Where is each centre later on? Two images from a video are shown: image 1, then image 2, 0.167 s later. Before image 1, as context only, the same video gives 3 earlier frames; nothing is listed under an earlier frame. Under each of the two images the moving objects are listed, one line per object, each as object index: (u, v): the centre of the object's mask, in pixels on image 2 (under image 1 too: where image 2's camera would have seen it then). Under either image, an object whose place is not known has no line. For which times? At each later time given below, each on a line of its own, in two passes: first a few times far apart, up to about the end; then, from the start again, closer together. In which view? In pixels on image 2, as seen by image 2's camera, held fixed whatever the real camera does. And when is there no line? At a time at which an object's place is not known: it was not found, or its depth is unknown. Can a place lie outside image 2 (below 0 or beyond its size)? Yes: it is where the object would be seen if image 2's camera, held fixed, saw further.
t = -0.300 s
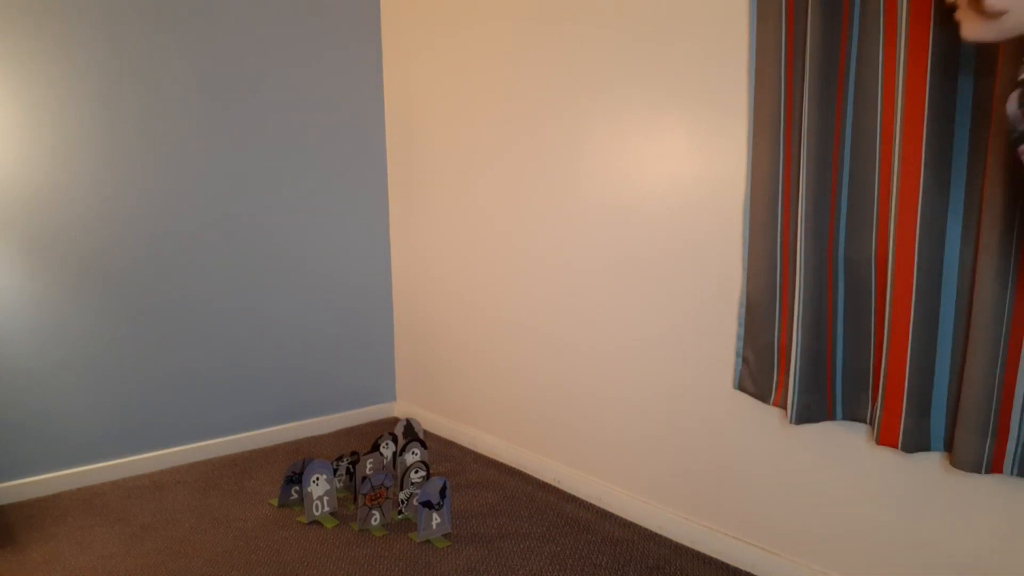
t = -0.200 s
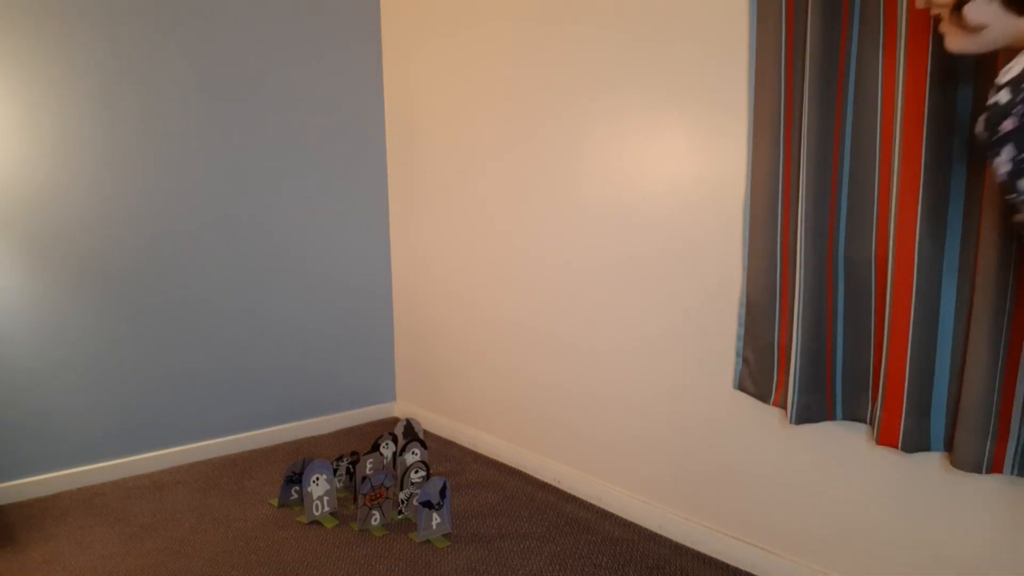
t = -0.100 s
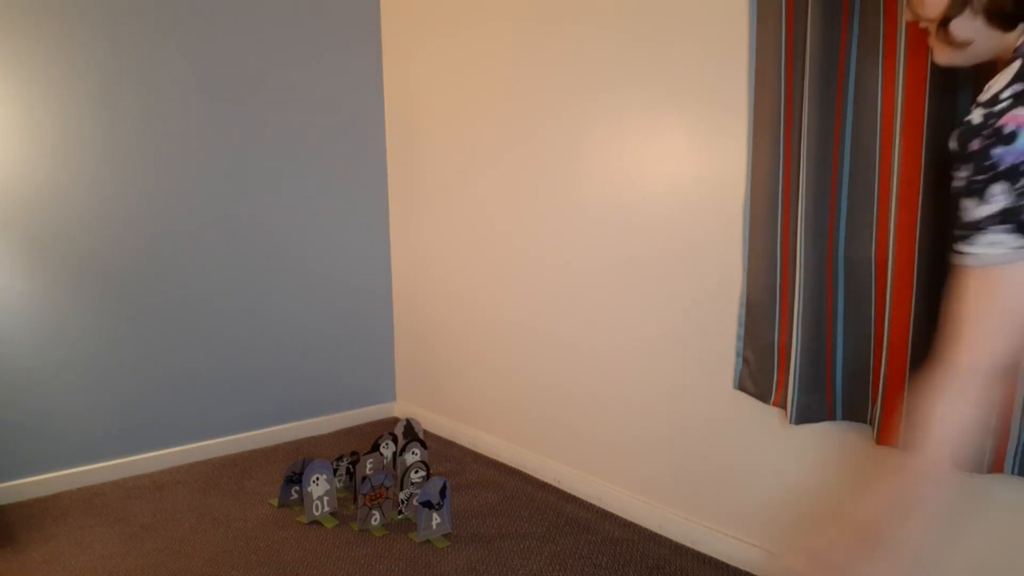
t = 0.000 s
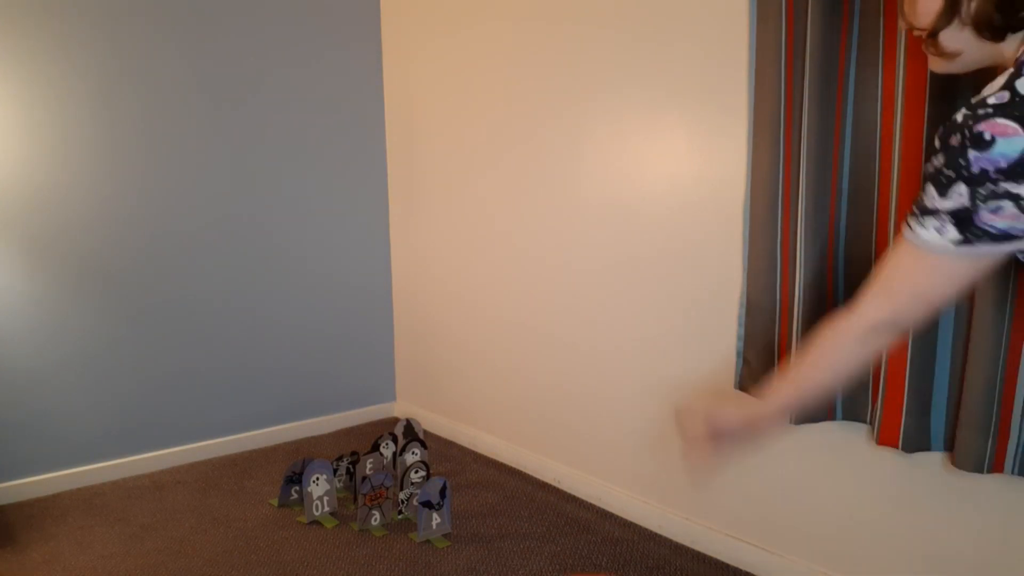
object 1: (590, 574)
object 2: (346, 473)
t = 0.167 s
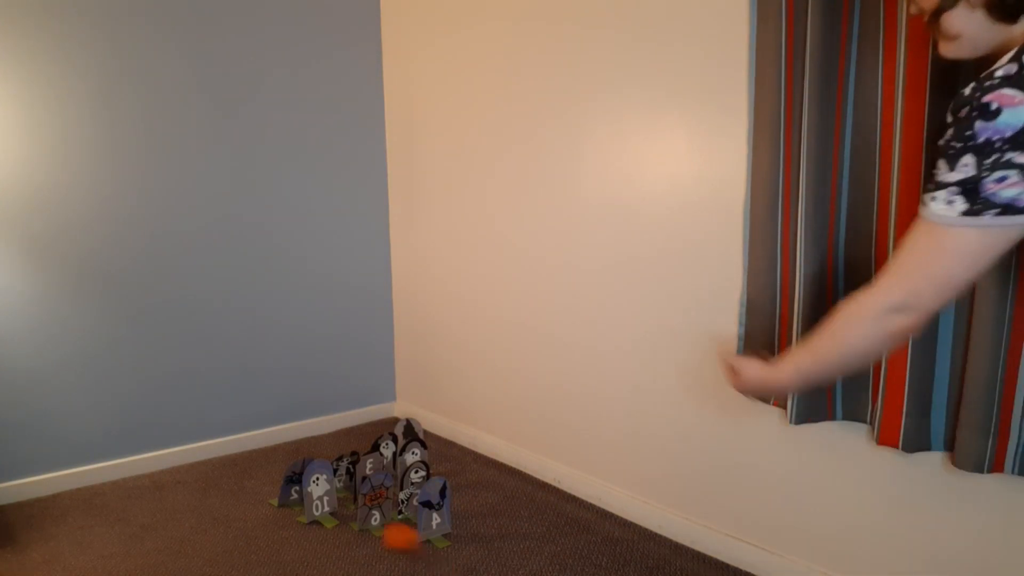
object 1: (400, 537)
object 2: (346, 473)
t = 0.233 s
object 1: (351, 509)
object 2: (346, 472)
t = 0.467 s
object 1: (263, 444)
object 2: (338, 458)
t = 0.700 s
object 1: (245, 445)
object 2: (324, 446)
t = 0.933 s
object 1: (252, 454)
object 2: (313, 451)
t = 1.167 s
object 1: (250, 451)
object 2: (316, 453)
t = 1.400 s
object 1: (250, 452)
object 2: (311, 454)
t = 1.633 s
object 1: (250, 452)
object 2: (312, 454)
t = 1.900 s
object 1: (250, 452)
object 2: (311, 454)
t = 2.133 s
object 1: (250, 452)
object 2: (311, 454)
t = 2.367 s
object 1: (250, 452)
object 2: (311, 454)
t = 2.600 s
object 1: (250, 452)
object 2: (311, 454)
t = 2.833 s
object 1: (250, 452)
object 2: (311, 454)
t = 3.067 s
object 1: (250, 452)
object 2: (311, 454)
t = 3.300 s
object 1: (250, 452)
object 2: (311, 454)
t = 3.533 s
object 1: (250, 452)
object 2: (311, 454)
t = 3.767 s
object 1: (250, 452)
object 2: (311, 454)
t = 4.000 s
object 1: (250, 452)
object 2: (311, 454)
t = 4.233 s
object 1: (250, 452)
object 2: (311, 454)
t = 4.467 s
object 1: (249, 452)
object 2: (311, 454)
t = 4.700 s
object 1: (249, 452)
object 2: (311, 454)
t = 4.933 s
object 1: (249, 452)
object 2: (311, 454)
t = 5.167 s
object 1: (249, 452)
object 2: (311, 454)
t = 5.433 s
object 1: (249, 452)
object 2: (311, 454)
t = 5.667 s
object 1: (249, 452)
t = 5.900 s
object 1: (249, 452)
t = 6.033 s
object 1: (249, 452)
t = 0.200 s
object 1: (376, 523)
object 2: (346, 473)
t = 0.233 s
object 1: (351, 509)
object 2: (346, 472)
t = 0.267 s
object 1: (337, 501)
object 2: (346, 470)
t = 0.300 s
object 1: (321, 485)
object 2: (346, 472)
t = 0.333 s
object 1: (305, 479)
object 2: (348, 463)
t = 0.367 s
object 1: (299, 477)
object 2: (345, 455)
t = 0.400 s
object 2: (344, 452)
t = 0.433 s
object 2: (339, 455)
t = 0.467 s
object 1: (263, 444)
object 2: (338, 458)
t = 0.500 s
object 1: (256, 441)
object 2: (338, 454)
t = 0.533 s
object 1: (249, 440)
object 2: (337, 451)
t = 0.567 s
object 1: (244, 437)
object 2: (335, 450)
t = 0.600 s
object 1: (244, 436)
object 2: (331, 450)
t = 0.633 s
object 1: (245, 437)
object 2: (328, 448)
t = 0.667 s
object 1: (245, 441)
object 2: (326, 447)
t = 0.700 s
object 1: (245, 445)
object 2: (324, 446)
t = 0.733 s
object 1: (247, 449)
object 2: (322, 446)
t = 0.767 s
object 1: (249, 451)
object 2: (320, 447)
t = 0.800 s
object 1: (249, 453)
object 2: (319, 447)
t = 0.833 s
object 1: (250, 455)
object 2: (317, 447)
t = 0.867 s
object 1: (251, 455)
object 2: (315, 448)
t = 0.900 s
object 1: (251, 454)
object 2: (314, 450)
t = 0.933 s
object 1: (252, 454)
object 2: (313, 451)
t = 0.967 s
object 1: (251, 454)
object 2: (313, 451)
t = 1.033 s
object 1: (251, 453)
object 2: (313, 452)
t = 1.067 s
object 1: (251, 453)
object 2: (314, 452)
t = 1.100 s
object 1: (250, 452)
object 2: (314, 452)
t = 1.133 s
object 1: (250, 452)
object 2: (315, 453)
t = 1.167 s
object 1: (250, 451)
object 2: (316, 453)
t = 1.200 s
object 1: (250, 451)
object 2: (316, 453)
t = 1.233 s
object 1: (250, 451)
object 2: (315, 453)
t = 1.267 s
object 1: (250, 451)
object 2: (314, 453)
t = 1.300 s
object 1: (250, 451)
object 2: (313, 453)
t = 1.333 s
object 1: (250, 451)
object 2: (312, 454)
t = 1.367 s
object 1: (250, 452)
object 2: (311, 454)
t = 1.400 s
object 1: (250, 452)
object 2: (311, 454)
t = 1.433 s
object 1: (250, 452)
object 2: (311, 454)
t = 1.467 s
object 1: (250, 452)
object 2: (311, 454)
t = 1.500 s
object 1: (250, 452)
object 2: (311, 454)
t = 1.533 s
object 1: (250, 452)
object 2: (311, 454)
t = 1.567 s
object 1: (250, 452)
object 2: (311, 454)
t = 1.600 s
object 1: (250, 452)
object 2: (311, 454)
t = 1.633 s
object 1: (250, 452)
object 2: (312, 454)
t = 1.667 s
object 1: (250, 452)
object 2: (311, 454)
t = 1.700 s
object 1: (250, 452)
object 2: (311, 454)
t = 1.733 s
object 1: (250, 452)
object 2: (311, 454)
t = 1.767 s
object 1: (250, 452)
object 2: (311, 454)
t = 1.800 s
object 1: (250, 452)
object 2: (311, 454)
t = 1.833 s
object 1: (250, 452)
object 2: (311, 454)
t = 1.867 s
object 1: (250, 452)
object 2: (311, 454)
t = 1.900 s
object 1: (250, 452)
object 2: (311, 454)
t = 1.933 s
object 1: (250, 452)
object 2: (311, 454)
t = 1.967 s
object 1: (250, 452)
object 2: (311, 454)
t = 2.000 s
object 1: (250, 452)
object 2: (311, 454)
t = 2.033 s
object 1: (250, 452)
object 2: (311, 454)
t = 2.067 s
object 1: (250, 452)
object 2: (311, 454)
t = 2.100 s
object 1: (250, 452)
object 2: (311, 454)
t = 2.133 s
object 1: (250, 452)
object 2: (311, 454)
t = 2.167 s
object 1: (250, 452)
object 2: (311, 454)
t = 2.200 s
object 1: (250, 452)
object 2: (311, 454)
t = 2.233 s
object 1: (250, 452)
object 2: (311, 454)
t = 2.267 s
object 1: (250, 452)
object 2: (311, 454)
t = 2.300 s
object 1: (250, 452)
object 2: (311, 454)
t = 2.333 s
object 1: (250, 452)
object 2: (311, 454)
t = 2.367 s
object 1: (250, 452)
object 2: (311, 454)
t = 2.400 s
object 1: (250, 452)
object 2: (311, 454)
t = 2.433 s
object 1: (250, 452)
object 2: (311, 454)
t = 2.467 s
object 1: (250, 452)
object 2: (311, 454)
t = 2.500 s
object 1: (250, 452)
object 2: (311, 454)
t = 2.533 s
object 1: (250, 452)
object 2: (311, 454)
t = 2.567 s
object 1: (250, 452)
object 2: (311, 454)
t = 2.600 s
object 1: (250, 452)
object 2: (311, 454)
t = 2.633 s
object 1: (250, 452)
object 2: (311, 454)
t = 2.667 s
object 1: (250, 452)
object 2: (311, 454)
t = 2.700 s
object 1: (250, 452)
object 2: (311, 454)
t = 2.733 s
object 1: (250, 452)
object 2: (311, 454)
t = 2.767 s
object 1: (250, 452)
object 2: (311, 454)
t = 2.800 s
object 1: (250, 452)
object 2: (311, 454)
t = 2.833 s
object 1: (250, 452)
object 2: (311, 454)
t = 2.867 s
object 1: (250, 452)
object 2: (311, 454)
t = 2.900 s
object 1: (250, 452)
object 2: (311, 454)
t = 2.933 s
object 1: (250, 452)
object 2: (311, 454)
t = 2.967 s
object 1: (250, 452)
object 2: (311, 454)
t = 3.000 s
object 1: (250, 452)
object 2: (311, 454)
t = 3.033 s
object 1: (250, 452)
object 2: (311, 454)
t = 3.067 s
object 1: (250, 452)
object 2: (311, 454)
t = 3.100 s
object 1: (250, 452)
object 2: (311, 454)
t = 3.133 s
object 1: (250, 452)
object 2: (311, 454)
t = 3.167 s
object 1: (250, 452)
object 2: (311, 454)
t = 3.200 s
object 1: (250, 452)
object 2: (311, 454)
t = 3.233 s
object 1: (250, 452)
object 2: (311, 454)
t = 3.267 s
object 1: (250, 452)
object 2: (311, 454)
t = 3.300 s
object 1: (250, 452)
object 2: (311, 454)
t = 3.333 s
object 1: (250, 452)
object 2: (311, 454)
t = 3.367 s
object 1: (250, 452)
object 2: (311, 454)
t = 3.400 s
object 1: (250, 452)
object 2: (311, 454)
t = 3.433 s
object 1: (250, 452)
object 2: (311, 454)
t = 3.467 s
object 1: (250, 452)
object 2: (311, 454)
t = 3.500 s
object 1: (250, 452)
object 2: (311, 454)
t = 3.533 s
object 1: (250, 452)
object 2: (311, 454)
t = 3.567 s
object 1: (250, 452)
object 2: (311, 454)
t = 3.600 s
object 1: (250, 452)
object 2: (311, 454)
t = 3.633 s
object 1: (250, 452)
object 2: (311, 454)
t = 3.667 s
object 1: (250, 452)
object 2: (311, 454)
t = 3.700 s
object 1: (250, 452)
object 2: (311, 454)
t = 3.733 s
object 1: (250, 452)
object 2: (311, 454)
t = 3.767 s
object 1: (250, 452)
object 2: (311, 454)
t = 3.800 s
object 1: (250, 452)
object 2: (311, 454)
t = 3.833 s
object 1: (250, 452)
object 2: (311, 454)
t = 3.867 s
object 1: (250, 452)
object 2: (311, 454)
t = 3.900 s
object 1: (250, 452)
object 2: (311, 454)
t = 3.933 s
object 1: (250, 452)
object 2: (311, 454)
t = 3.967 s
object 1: (250, 452)
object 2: (311, 454)
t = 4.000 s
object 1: (250, 452)
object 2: (311, 454)
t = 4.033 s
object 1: (250, 452)
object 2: (311, 454)
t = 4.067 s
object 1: (250, 452)
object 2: (311, 454)
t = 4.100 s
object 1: (250, 452)
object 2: (311, 454)
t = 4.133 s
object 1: (250, 452)
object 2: (311, 454)
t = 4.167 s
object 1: (250, 452)
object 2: (311, 454)
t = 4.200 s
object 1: (250, 452)
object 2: (311, 454)
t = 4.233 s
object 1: (250, 452)
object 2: (311, 454)
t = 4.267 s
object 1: (250, 452)
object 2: (311, 454)
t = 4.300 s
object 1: (250, 452)
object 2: (311, 454)
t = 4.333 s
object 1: (250, 452)
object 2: (311, 454)
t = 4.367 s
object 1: (250, 452)
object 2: (311, 454)
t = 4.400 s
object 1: (250, 452)
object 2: (311, 454)
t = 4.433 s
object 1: (250, 452)
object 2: (311, 454)
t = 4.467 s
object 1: (249, 452)
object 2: (311, 454)
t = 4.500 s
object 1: (250, 452)
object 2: (311, 454)
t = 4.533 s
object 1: (249, 452)
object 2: (311, 454)
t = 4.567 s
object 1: (249, 452)
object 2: (311, 454)
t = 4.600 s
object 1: (249, 452)
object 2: (311, 454)
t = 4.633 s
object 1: (249, 452)
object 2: (311, 454)
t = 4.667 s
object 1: (249, 452)
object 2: (311, 454)
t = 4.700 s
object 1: (249, 452)
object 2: (311, 454)
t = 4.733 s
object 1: (249, 452)
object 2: (311, 454)
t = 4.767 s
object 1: (249, 452)
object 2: (311, 454)
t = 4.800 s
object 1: (249, 452)
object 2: (311, 454)
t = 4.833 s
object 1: (249, 452)
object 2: (311, 454)
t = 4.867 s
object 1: (249, 452)
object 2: (311, 454)
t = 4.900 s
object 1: (249, 452)
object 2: (311, 454)
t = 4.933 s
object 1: (249, 452)
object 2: (311, 454)
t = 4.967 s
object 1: (249, 452)
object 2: (311, 454)
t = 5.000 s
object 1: (249, 452)
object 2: (311, 454)
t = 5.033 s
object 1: (249, 452)
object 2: (311, 454)
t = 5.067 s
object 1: (249, 452)
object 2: (311, 454)
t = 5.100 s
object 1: (249, 452)
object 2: (311, 454)
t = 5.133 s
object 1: (249, 452)
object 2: (311, 454)
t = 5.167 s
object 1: (249, 452)
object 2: (311, 454)
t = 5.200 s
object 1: (249, 452)
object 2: (311, 454)
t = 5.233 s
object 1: (249, 452)
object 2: (311, 454)
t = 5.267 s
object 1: (249, 452)
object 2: (311, 454)
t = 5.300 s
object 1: (249, 452)
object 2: (311, 454)
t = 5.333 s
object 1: (249, 452)
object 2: (311, 454)
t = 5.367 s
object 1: (249, 452)
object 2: (311, 454)
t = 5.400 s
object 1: (249, 452)
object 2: (311, 454)
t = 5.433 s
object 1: (249, 452)
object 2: (311, 454)
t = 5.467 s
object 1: (249, 452)
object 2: (311, 454)
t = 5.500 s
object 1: (249, 452)
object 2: (311, 454)
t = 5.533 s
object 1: (249, 452)
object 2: (311, 454)
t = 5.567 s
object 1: (249, 452)
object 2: (311, 454)
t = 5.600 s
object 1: (249, 452)
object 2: (311, 454)
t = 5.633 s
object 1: (249, 452)
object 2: (311, 454)
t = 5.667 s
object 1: (249, 452)
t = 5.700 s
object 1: (249, 452)
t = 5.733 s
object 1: (249, 452)
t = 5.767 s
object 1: (249, 452)
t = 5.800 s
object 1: (249, 452)
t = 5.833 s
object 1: (249, 452)
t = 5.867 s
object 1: (249, 452)
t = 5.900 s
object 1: (249, 452)
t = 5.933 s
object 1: (249, 452)
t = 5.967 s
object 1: (249, 452)
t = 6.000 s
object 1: (249, 452)
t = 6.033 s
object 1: (249, 452)
